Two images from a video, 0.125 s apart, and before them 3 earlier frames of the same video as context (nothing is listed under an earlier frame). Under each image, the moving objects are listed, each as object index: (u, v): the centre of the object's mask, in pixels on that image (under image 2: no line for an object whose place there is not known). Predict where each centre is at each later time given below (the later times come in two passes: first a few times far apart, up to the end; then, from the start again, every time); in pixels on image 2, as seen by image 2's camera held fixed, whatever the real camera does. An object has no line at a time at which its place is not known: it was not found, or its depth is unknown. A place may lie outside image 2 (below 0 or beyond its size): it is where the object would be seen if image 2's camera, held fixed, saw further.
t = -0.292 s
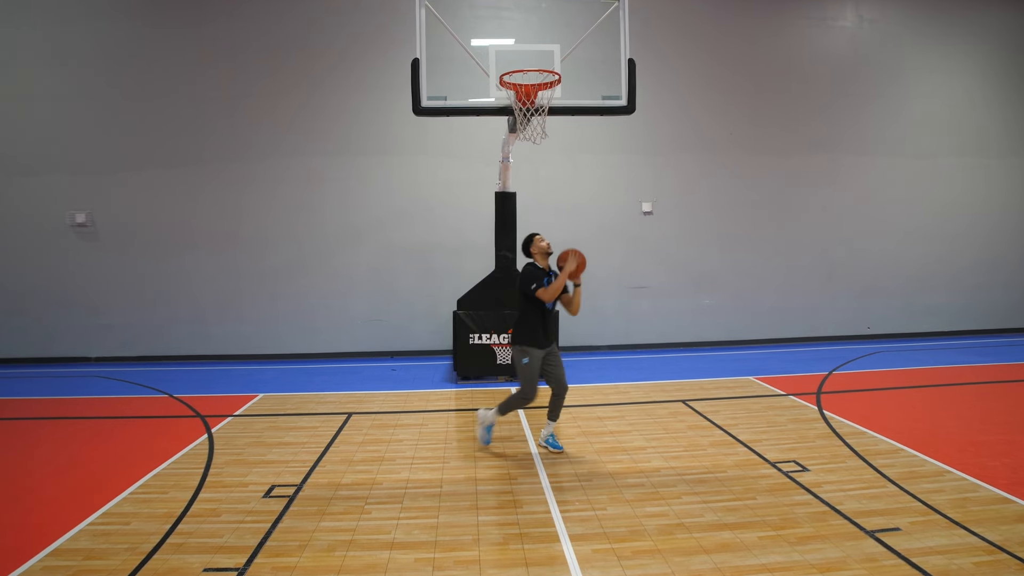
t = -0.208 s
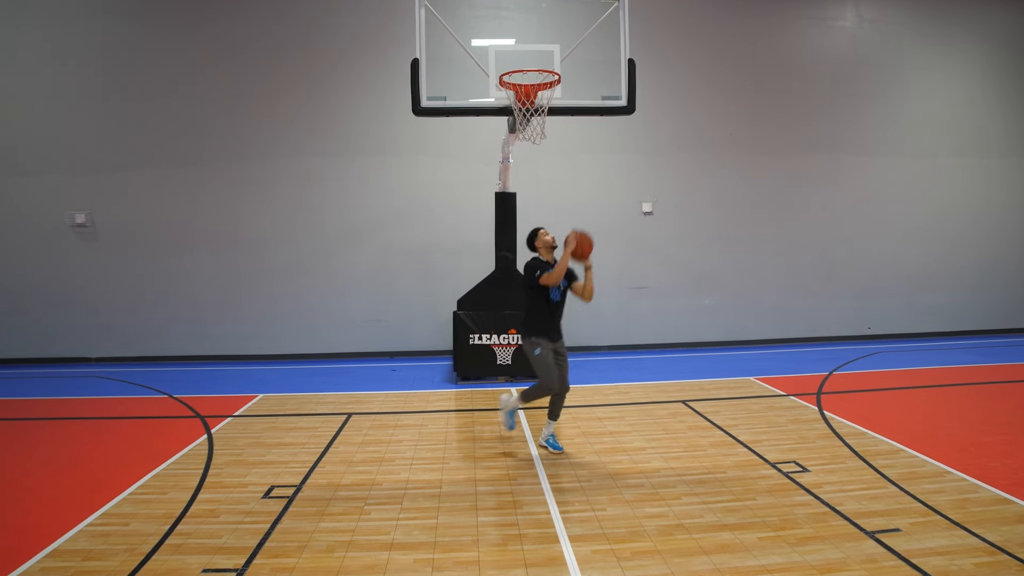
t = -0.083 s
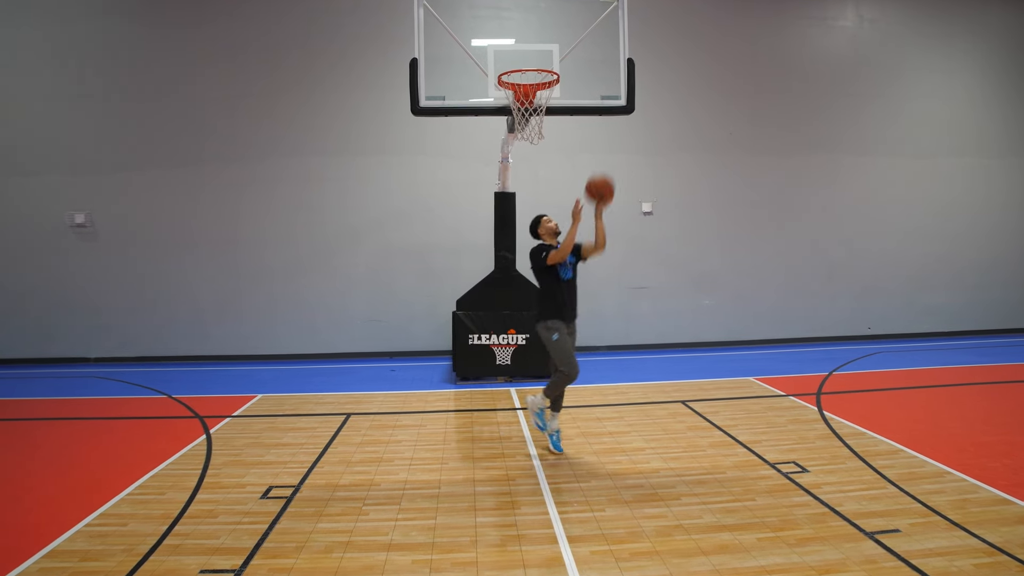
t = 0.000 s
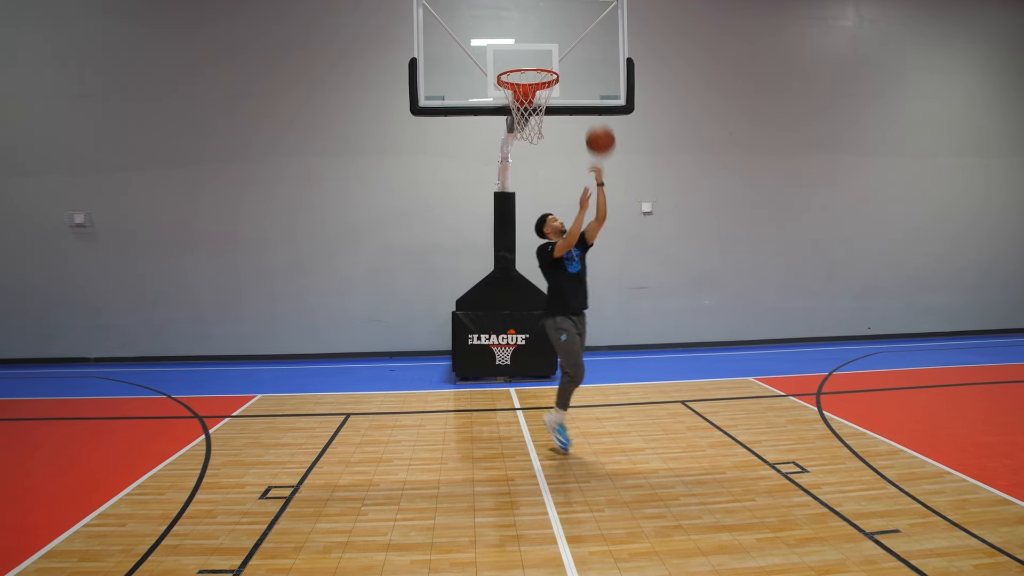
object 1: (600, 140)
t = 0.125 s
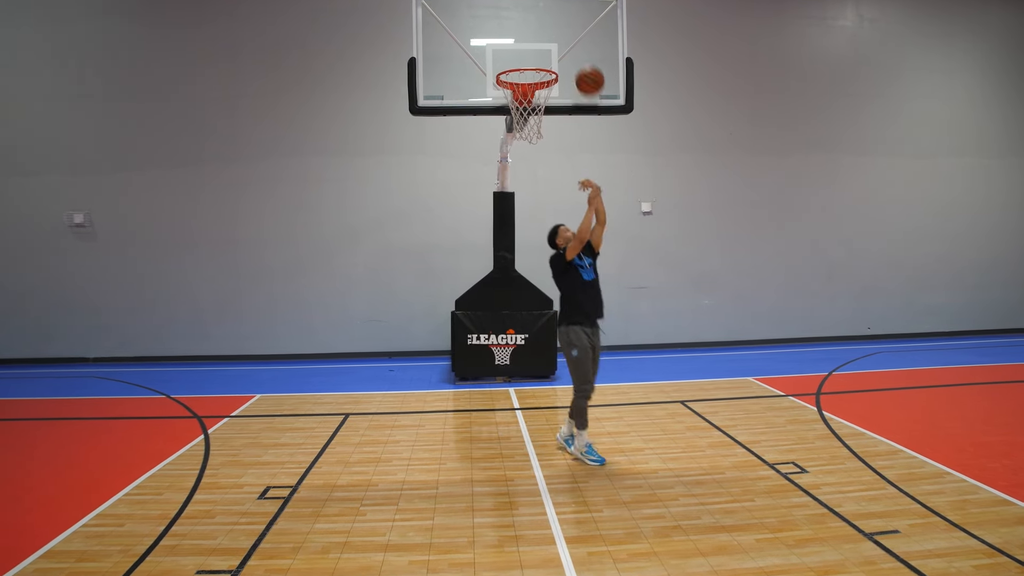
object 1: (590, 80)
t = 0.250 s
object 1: (581, 42)
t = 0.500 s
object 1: (551, 36)
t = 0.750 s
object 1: (523, 101)
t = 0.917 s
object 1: (514, 175)
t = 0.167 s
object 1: (586, 66)
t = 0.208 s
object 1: (583, 53)
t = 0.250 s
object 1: (581, 42)
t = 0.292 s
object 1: (576, 36)
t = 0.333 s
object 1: (571, 32)
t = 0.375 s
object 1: (566, 30)
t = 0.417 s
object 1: (562, 30)
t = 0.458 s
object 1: (557, 32)
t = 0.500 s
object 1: (551, 36)
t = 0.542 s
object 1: (547, 42)
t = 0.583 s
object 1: (541, 50)
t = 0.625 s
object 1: (536, 58)
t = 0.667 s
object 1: (531, 73)
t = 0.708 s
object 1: (527, 87)
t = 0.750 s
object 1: (523, 101)
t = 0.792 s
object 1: (521, 116)
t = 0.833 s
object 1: (519, 135)
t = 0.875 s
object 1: (516, 155)
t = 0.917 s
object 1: (514, 175)
